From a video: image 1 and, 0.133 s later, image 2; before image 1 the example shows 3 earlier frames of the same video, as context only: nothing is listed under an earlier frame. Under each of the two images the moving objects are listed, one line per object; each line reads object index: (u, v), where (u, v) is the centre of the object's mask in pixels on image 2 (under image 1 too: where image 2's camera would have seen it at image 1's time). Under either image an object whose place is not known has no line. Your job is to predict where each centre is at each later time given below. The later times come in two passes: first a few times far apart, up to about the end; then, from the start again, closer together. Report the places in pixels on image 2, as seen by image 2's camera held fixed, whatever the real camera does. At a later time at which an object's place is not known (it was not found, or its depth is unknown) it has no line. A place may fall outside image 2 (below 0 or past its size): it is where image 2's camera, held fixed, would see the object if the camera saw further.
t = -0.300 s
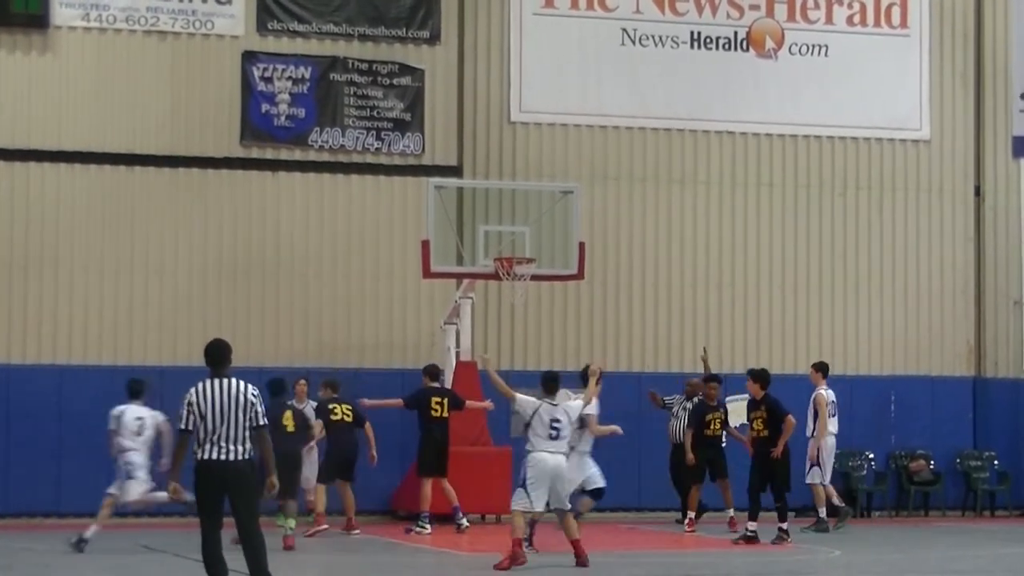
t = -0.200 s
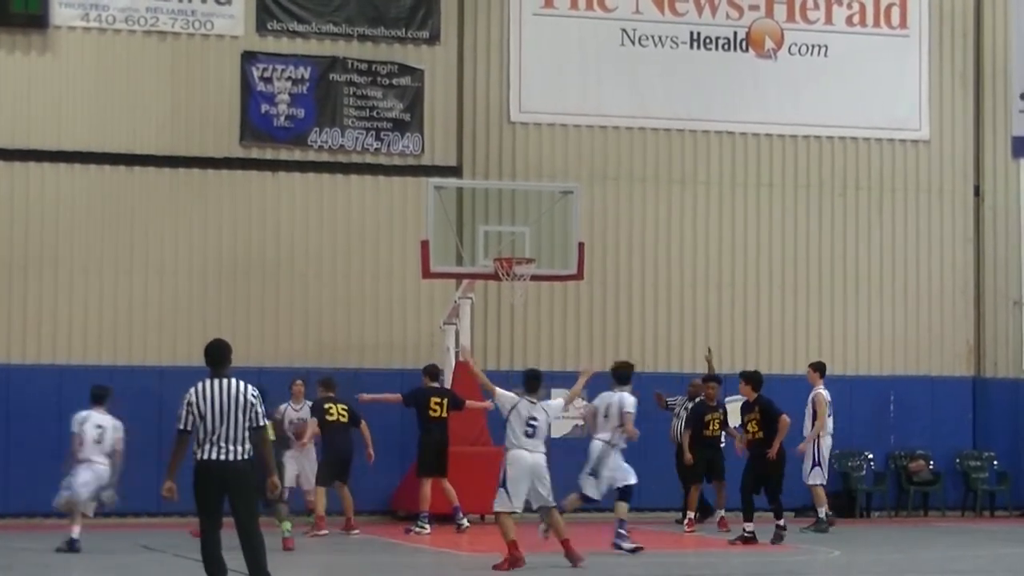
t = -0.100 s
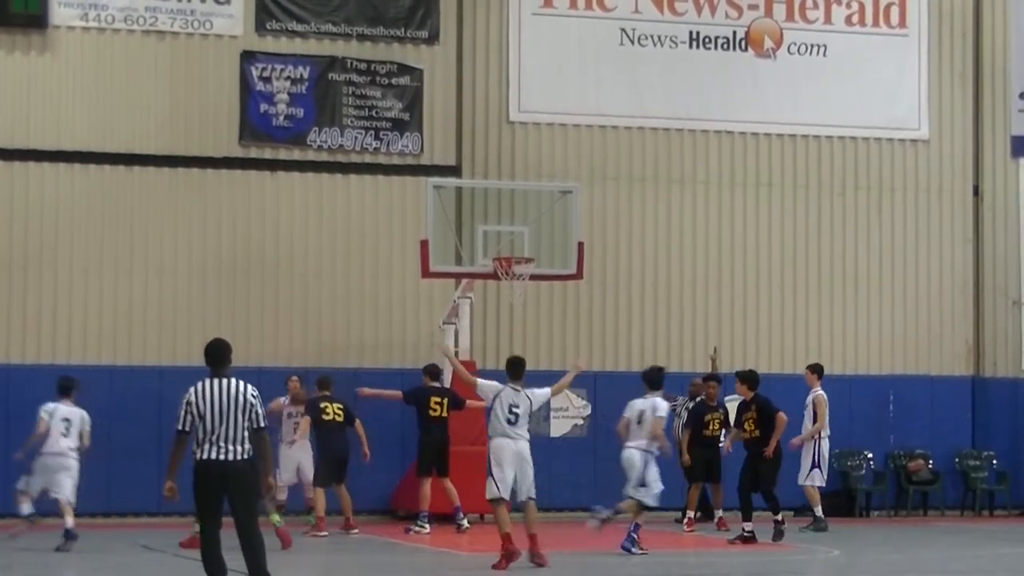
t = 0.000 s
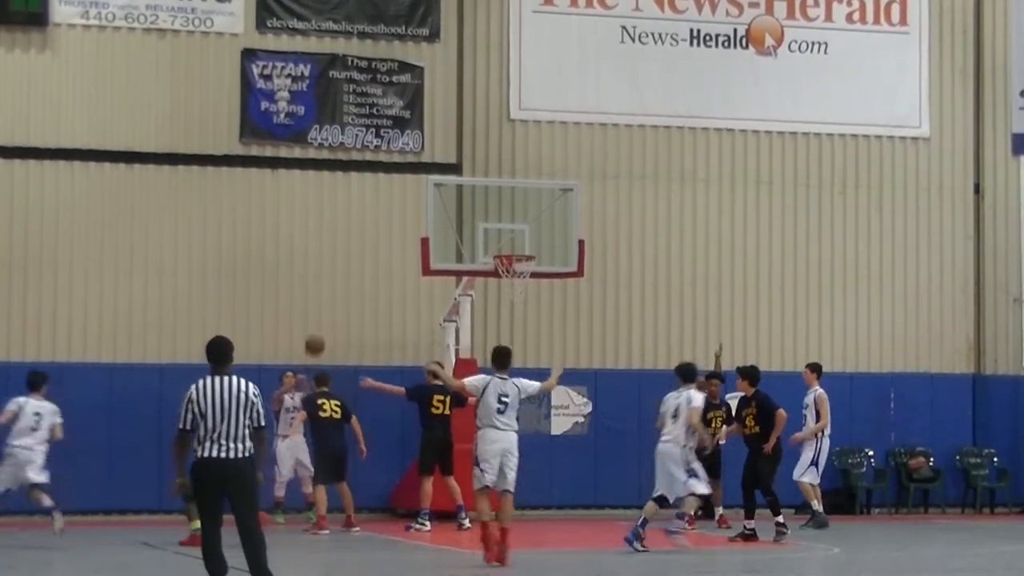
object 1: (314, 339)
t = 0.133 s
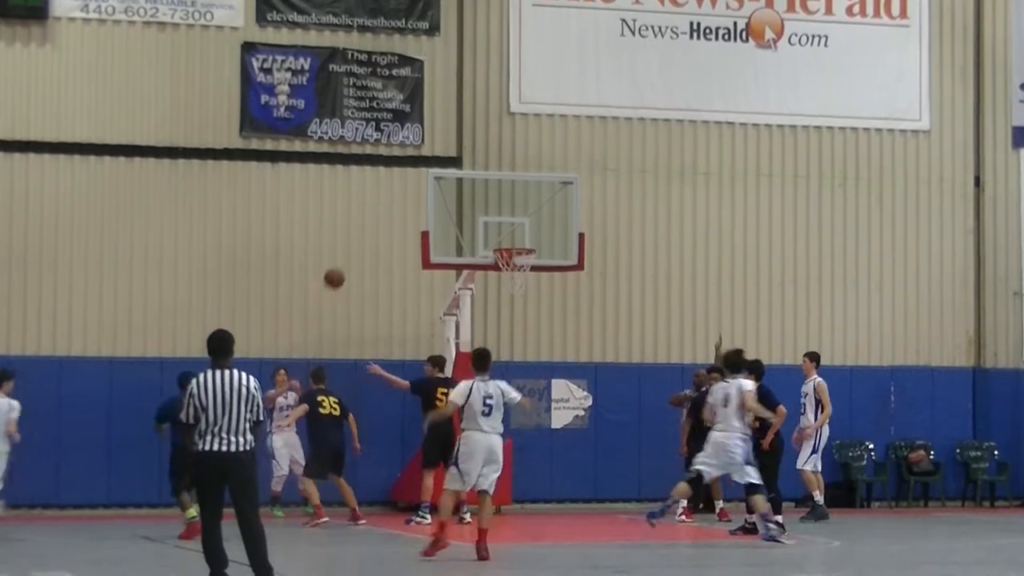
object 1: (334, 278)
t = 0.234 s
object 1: (349, 240)
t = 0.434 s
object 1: (380, 182)
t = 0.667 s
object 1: (421, 155)
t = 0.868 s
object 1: (458, 172)
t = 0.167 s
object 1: (339, 265)
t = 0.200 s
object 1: (344, 252)
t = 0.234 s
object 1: (349, 240)
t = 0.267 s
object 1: (354, 228)
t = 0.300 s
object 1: (359, 217)
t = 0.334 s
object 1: (364, 207)
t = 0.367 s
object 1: (369, 198)
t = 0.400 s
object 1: (375, 190)
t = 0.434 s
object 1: (380, 182)
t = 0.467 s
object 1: (386, 176)
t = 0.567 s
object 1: (402, 161)
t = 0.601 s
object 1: (409, 158)
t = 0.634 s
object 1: (414, 156)
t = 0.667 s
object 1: (421, 155)
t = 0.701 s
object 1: (427, 155)
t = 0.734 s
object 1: (432, 156)
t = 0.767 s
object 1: (439, 158)
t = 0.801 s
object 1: (444, 162)
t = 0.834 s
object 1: (451, 166)
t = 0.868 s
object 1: (458, 172)
